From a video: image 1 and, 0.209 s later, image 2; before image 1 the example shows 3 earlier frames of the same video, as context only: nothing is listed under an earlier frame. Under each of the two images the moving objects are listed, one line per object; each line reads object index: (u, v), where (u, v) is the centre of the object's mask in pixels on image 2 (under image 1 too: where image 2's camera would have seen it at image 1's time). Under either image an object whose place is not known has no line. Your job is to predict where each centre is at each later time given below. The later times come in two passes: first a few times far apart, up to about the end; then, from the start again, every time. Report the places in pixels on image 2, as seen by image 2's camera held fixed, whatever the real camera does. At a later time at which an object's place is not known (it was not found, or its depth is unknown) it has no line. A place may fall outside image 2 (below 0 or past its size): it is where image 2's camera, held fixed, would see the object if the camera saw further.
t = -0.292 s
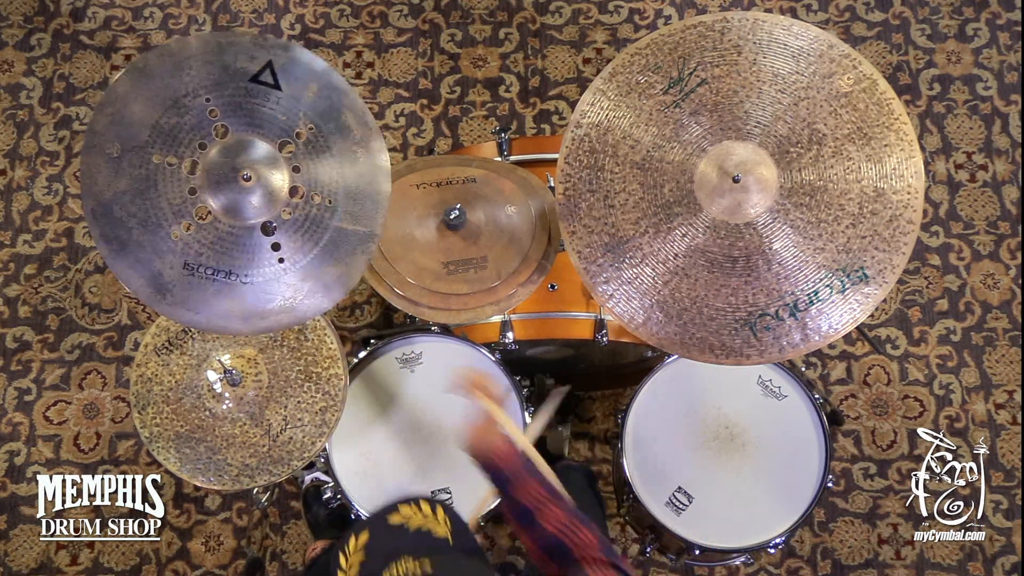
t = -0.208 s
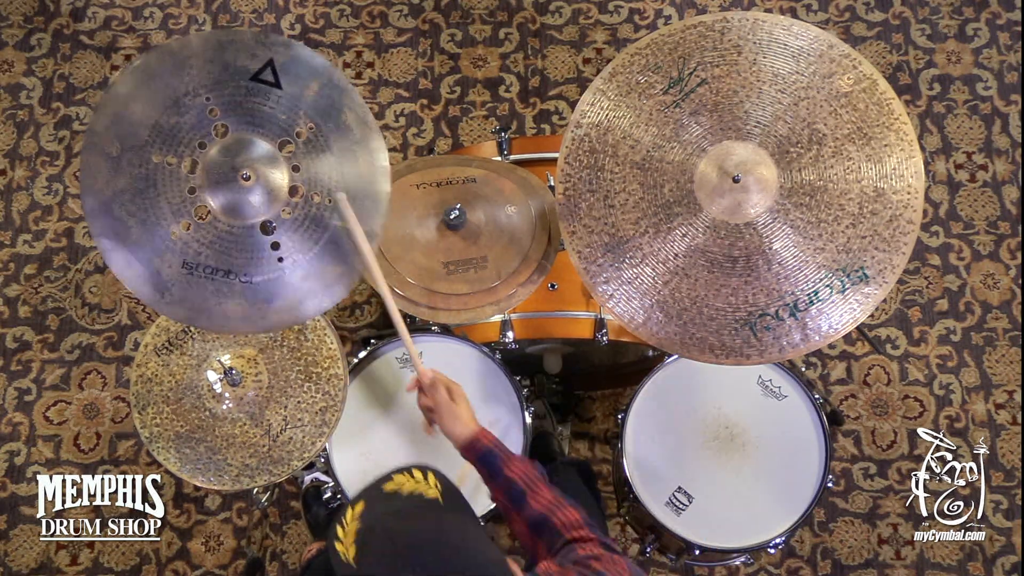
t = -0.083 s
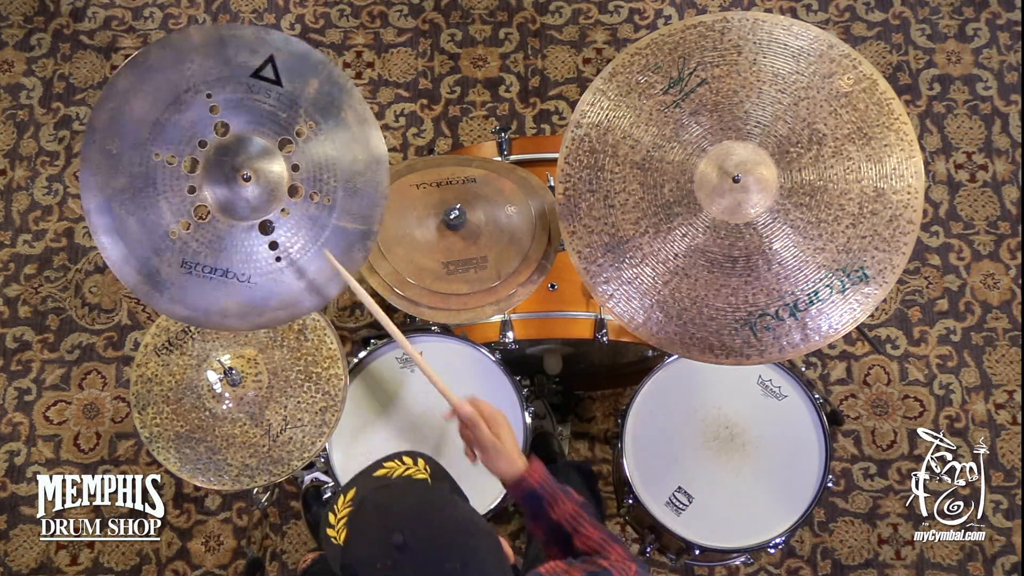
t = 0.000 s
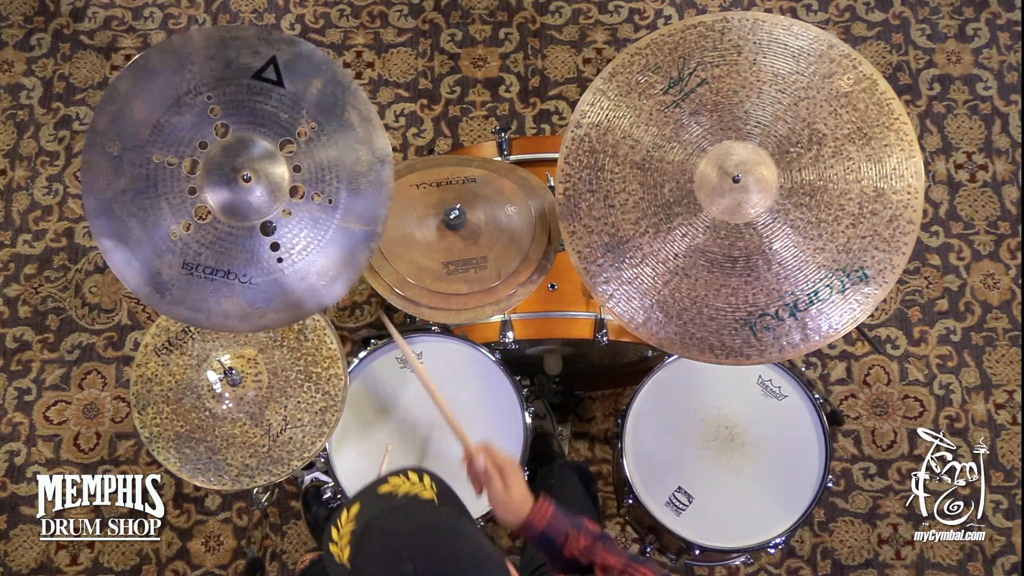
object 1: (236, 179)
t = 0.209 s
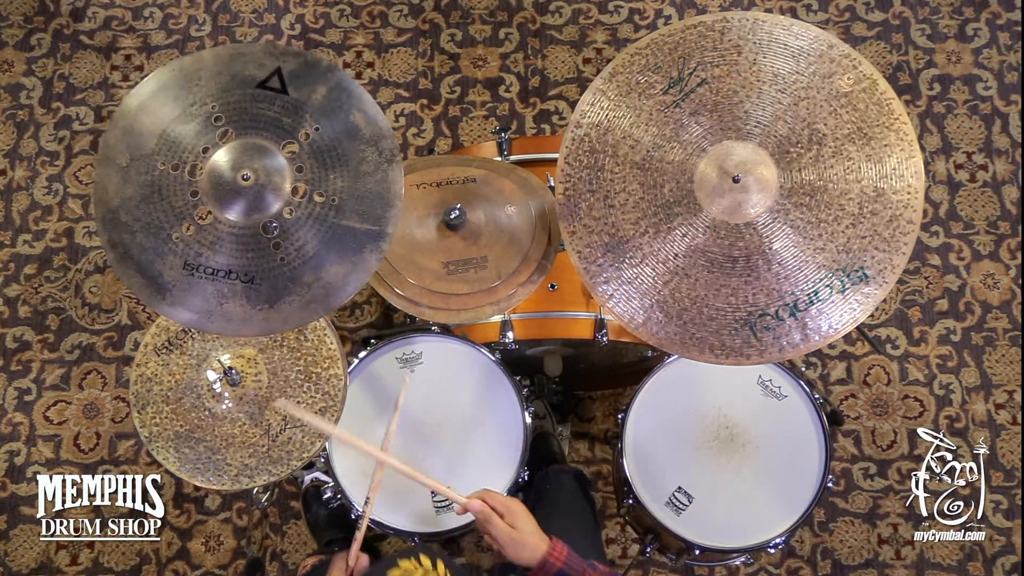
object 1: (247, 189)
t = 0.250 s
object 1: (247, 191)
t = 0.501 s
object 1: (243, 189)
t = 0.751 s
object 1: (237, 180)
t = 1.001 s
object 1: (243, 187)
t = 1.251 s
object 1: (241, 186)
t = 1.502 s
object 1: (240, 183)
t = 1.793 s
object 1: (241, 185)
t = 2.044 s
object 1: (240, 184)
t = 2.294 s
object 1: (240, 184)
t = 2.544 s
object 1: (240, 184)
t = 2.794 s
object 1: (240, 184)
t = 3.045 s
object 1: (240, 184)
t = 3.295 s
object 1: (240, 184)
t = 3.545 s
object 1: (240, 184)
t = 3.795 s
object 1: (240, 184)
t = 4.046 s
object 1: (240, 184)
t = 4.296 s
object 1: (241, 184)
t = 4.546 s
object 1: (241, 184)
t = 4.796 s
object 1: (241, 184)
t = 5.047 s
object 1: (241, 184)
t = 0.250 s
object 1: (247, 191)
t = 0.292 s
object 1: (247, 191)
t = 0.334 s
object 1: (247, 192)
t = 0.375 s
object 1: (247, 192)
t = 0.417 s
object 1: (247, 192)
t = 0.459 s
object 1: (245, 191)
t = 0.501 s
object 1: (243, 189)
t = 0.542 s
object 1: (242, 188)
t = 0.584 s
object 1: (240, 185)
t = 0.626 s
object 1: (238, 183)
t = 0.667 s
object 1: (237, 181)
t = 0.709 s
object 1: (237, 180)
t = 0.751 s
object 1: (237, 180)
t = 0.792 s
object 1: (238, 181)
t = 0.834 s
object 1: (239, 182)
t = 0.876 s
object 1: (240, 183)
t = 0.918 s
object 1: (242, 185)
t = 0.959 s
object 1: (243, 186)
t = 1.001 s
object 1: (243, 187)
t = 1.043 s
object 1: (243, 188)
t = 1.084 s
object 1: (243, 188)
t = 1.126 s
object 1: (243, 188)
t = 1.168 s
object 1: (243, 188)
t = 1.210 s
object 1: (242, 187)
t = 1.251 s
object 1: (241, 186)
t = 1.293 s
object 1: (240, 185)
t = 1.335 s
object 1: (240, 184)
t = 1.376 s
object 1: (239, 183)
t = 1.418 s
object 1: (239, 182)
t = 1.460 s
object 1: (239, 182)
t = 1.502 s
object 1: (240, 183)
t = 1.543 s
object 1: (240, 183)
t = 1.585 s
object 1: (241, 184)
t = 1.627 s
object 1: (241, 185)
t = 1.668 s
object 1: (241, 185)
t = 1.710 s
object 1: (241, 185)
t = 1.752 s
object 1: (241, 185)
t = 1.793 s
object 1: (241, 185)
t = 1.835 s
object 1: (241, 185)
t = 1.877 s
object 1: (241, 185)
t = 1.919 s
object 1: (240, 184)
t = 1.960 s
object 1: (240, 184)
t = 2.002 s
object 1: (240, 184)
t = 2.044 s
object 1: (240, 184)
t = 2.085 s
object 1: (240, 184)
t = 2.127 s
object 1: (240, 184)
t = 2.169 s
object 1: (240, 184)
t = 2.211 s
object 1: (241, 184)
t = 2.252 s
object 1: (240, 184)
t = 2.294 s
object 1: (240, 184)
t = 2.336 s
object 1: (240, 184)
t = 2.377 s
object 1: (240, 184)
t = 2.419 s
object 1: (240, 184)
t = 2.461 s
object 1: (240, 184)
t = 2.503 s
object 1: (240, 184)
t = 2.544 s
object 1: (240, 184)
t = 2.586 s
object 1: (240, 184)
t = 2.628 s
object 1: (240, 184)
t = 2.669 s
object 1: (240, 184)
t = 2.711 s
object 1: (240, 184)
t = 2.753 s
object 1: (240, 184)
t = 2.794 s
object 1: (240, 184)
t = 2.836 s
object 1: (240, 184)
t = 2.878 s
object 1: (240, 184)
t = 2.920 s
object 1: (240, 184)
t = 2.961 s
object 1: (240, 184)
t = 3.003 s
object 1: (240, 184)
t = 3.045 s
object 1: (240, 184)
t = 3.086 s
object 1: (240, 184)
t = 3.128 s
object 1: (240, 184)
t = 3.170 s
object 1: (241, 184)
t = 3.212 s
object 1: (240, 184)
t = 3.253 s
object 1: (240, 184)
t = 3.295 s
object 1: (240, 184)
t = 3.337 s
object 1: (241, 184)
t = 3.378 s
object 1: (240, 184)
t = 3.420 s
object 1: (240, 184)
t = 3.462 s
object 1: (240, 184)
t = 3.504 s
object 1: (240, 184)
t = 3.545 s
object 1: (240, 184)
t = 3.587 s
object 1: (240, 184)
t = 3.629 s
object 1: (240, 184)
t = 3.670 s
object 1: (241, 184)
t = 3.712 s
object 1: (240, 184)
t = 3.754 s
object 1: (240, 184)
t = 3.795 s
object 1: (240, 184)
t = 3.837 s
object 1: (240, 184)
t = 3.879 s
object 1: (241, 184)
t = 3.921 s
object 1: (240, 184)
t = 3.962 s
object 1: (240, 184)
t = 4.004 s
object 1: (241, 184)
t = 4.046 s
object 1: (240, 184)
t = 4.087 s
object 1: (241, 184)
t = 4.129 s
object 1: (241, 184)
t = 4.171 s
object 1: (240, 184)
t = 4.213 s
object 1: (240, 184)
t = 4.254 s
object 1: (241, 184)
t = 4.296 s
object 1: (241, 184)
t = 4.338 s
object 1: (240, 184)
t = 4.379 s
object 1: (241, 184)
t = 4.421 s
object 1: (241, 184)
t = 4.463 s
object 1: (241, 184)
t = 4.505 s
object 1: (240, 184)
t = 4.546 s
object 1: (241, 184)
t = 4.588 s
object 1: (241, 184)
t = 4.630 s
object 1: (241, 184)
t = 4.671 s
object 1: (241, 184)
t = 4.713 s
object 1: (241, 184)
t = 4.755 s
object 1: (241, 184)
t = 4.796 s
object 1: (241, 184)
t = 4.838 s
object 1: (241, 184)
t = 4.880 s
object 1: (241, 184)
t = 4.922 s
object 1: (240, 184)
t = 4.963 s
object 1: (241, 184)
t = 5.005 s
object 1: (241, 184)
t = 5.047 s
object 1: (241, 184)
